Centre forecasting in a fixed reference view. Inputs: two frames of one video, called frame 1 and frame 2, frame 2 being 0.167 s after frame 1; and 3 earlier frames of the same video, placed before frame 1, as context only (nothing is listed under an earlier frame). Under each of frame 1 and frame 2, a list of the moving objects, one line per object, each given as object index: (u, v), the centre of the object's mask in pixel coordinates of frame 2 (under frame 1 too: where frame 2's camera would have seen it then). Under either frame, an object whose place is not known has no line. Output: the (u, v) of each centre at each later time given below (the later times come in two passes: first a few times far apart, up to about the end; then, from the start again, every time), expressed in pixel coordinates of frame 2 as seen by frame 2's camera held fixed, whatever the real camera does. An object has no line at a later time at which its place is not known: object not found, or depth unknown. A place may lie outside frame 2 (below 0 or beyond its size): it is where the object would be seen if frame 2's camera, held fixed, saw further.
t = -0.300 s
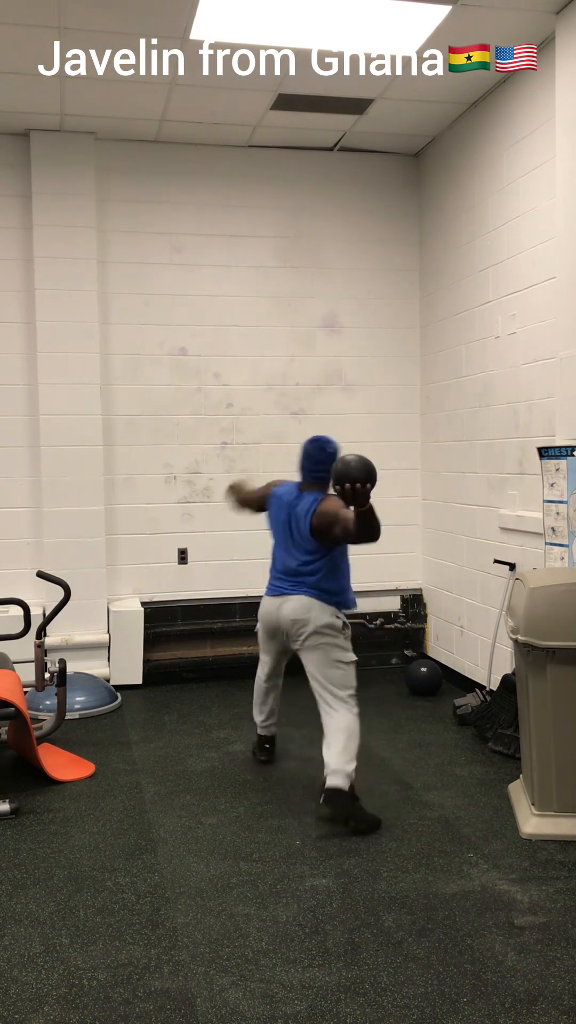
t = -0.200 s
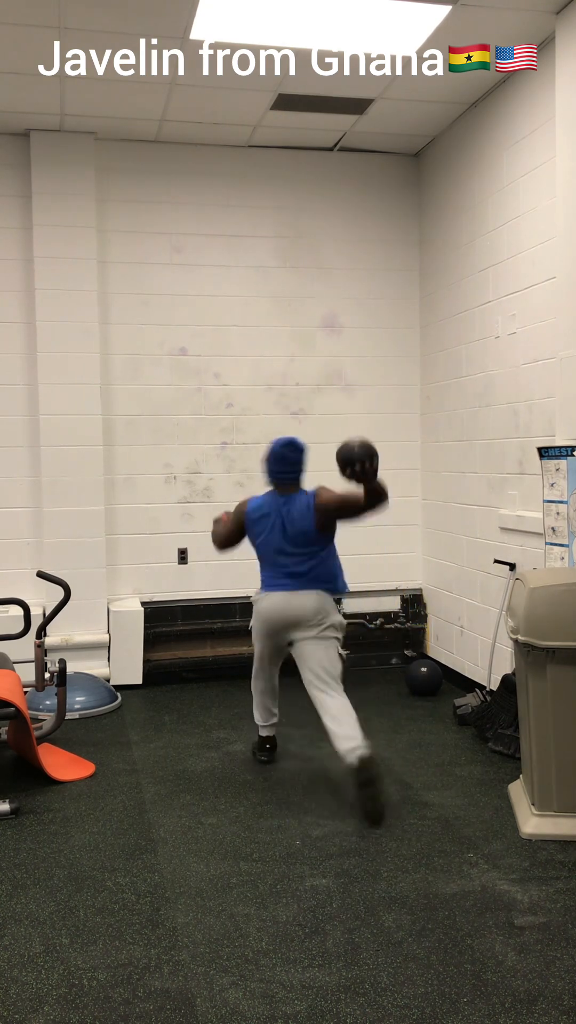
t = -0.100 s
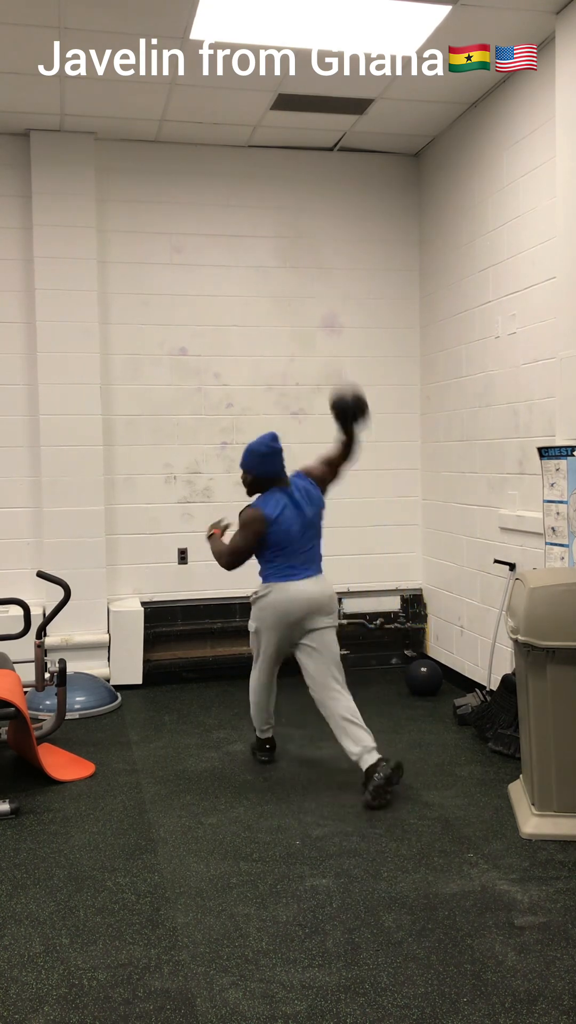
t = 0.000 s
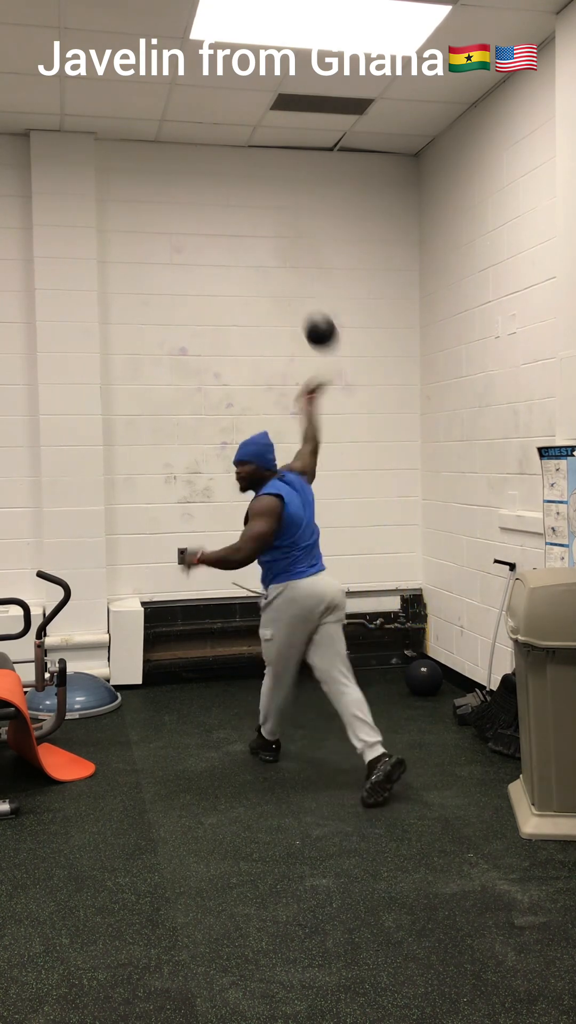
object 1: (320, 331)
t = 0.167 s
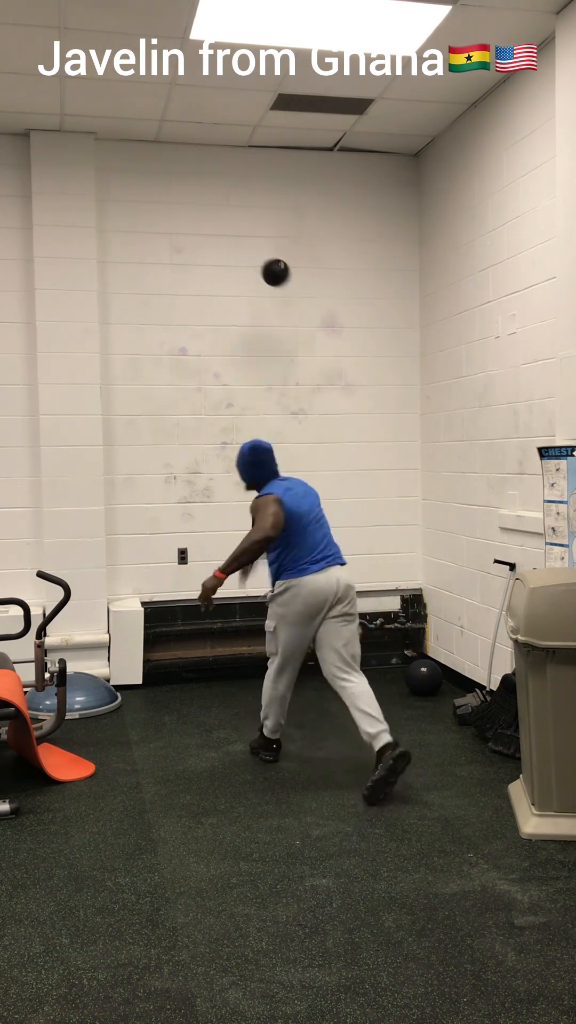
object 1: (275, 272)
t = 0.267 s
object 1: (261, 265)
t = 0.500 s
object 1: (272, 298)
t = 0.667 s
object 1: (281, 371)
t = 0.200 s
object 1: (268, 268)
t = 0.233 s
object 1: (262, 266)
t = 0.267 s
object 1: (261, 265)
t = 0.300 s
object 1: (262, 265)
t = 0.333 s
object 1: (264, 266)
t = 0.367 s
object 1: (265, 269)
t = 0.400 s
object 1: (267, 274)
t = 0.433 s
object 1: (268, 280)
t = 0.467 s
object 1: (270, 288)
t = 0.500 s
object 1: (272, 298)
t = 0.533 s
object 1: (274, 309)
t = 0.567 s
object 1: (276, 322)
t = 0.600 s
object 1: (278, 336)
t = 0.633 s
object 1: (279, 354)
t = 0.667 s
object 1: (281, 371)
